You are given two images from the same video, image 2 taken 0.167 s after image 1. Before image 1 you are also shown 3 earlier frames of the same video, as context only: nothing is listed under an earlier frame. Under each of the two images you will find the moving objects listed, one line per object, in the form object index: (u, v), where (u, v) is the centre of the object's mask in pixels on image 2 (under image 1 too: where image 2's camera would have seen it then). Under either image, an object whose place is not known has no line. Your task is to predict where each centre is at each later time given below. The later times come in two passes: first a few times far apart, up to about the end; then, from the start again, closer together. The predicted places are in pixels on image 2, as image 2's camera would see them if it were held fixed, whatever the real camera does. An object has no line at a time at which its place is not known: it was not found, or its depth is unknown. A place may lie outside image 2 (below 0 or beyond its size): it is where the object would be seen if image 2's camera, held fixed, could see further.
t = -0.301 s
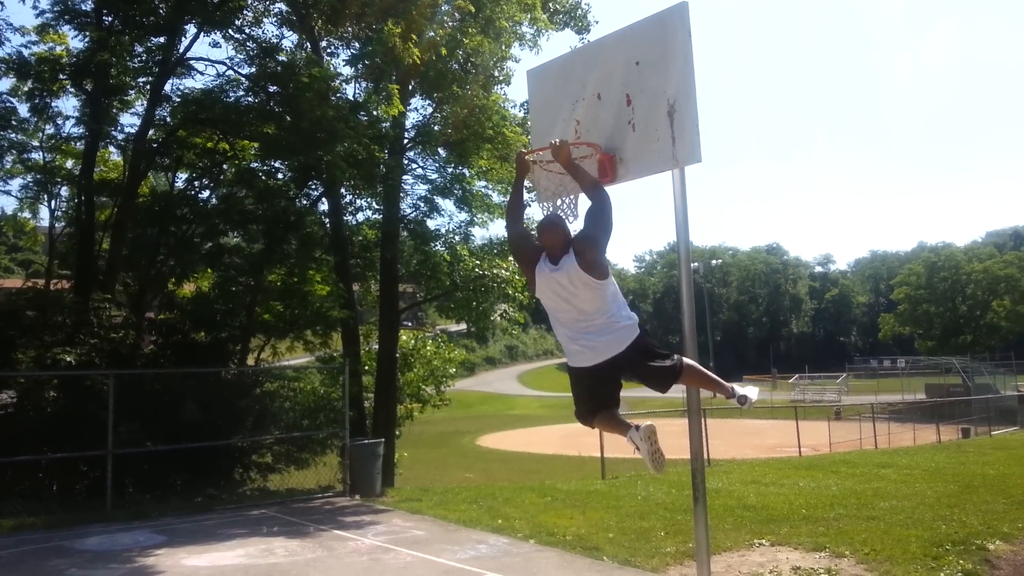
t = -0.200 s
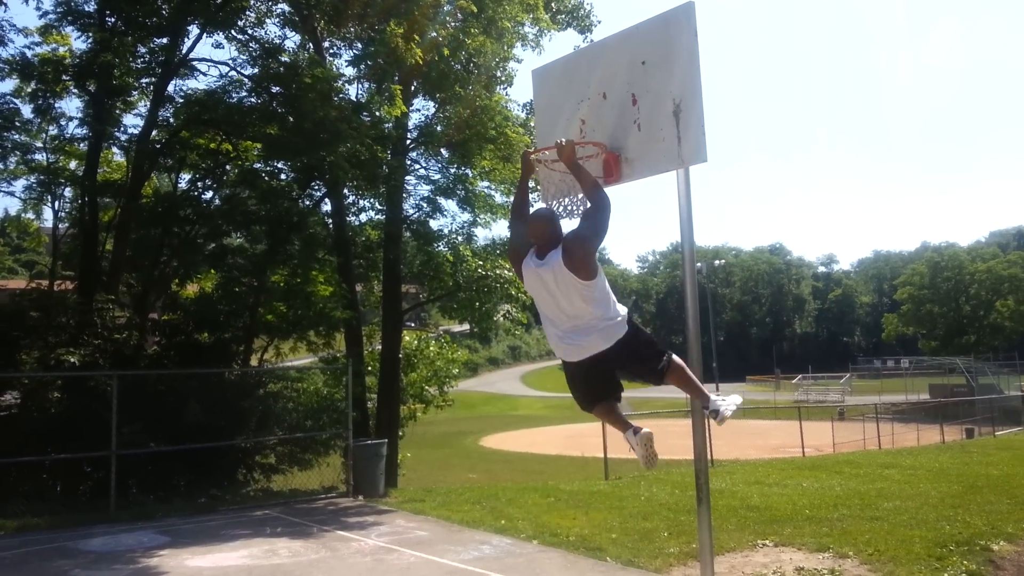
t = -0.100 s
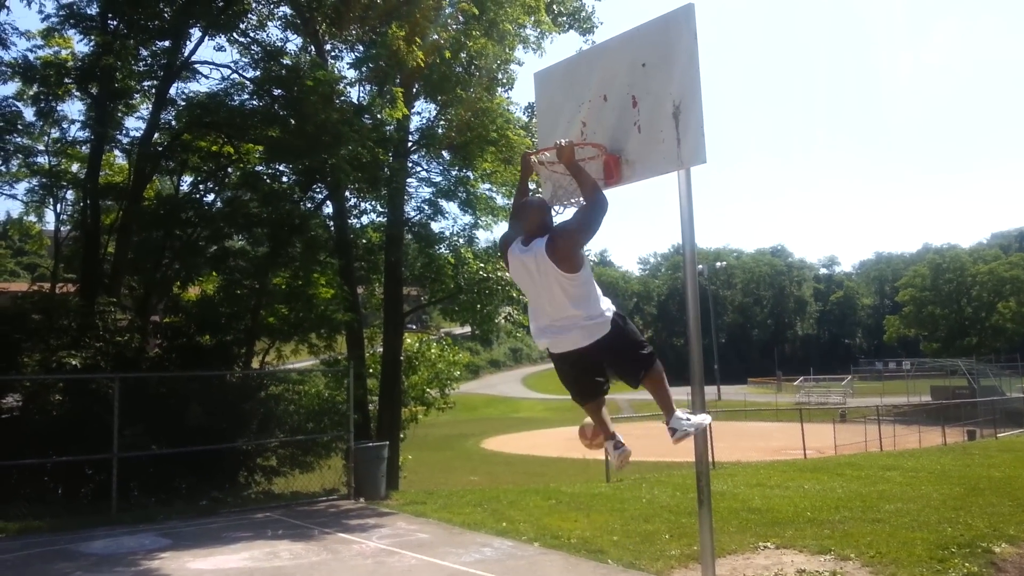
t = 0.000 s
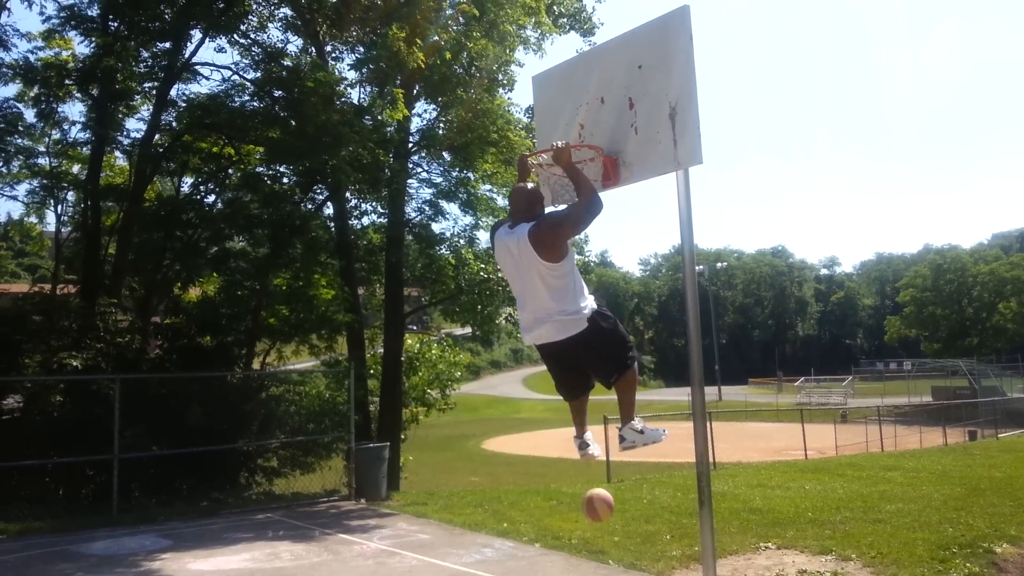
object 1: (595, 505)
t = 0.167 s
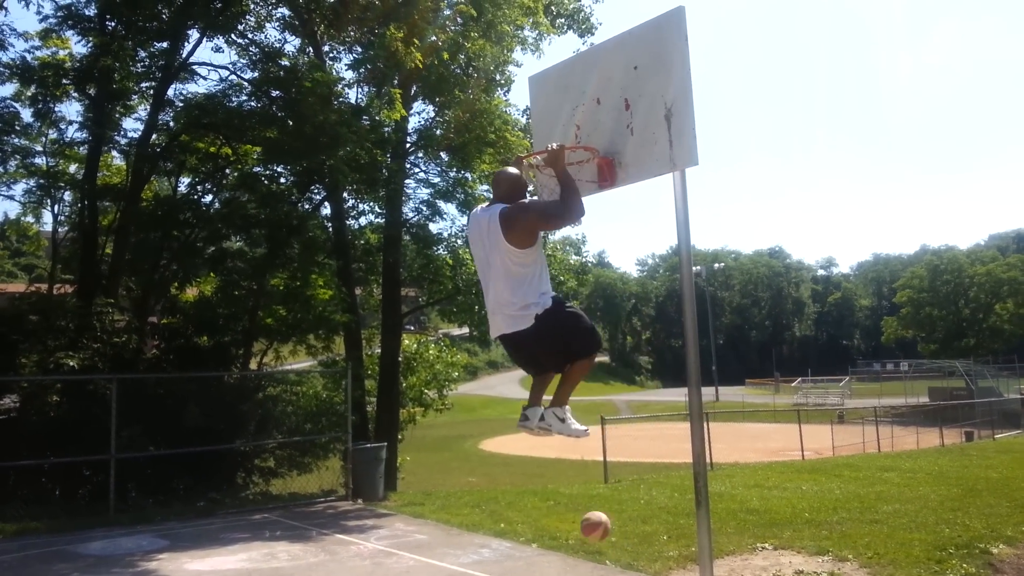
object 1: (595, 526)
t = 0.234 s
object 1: (593, 492)
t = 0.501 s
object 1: (591, 408)
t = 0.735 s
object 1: (589, 410)
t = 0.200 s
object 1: (594, 509)
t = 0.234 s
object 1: (593, 492)
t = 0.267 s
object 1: (592, 472)
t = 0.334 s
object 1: (592, 443)
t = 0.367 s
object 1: (592, 435)
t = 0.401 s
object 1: (592, 429)
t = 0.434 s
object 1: (592, 425)
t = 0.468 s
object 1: (591, 414)
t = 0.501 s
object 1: (591, 408)
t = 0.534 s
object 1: (589, 404)
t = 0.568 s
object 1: (589, 405)
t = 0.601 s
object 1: (589, 406)
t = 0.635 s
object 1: (589, 407)
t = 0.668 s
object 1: (589, 408)
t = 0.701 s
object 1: (589, 408)
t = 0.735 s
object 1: (589, 410)
